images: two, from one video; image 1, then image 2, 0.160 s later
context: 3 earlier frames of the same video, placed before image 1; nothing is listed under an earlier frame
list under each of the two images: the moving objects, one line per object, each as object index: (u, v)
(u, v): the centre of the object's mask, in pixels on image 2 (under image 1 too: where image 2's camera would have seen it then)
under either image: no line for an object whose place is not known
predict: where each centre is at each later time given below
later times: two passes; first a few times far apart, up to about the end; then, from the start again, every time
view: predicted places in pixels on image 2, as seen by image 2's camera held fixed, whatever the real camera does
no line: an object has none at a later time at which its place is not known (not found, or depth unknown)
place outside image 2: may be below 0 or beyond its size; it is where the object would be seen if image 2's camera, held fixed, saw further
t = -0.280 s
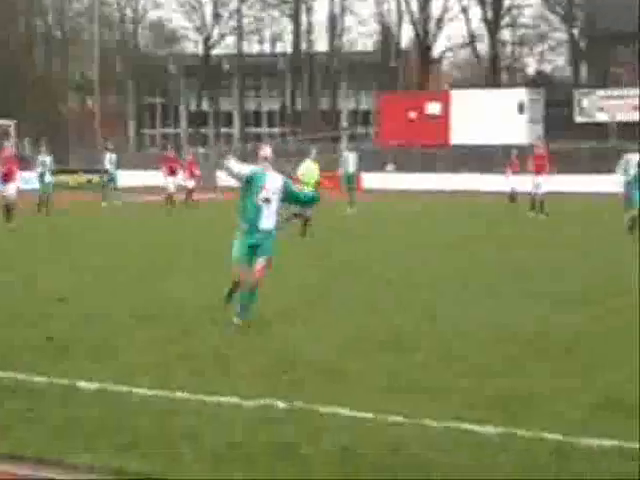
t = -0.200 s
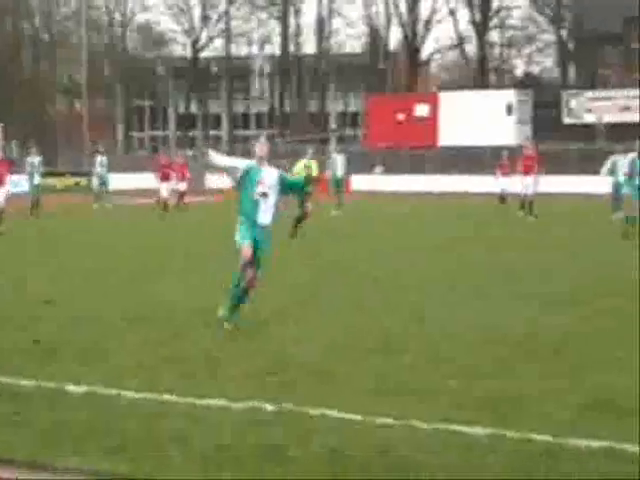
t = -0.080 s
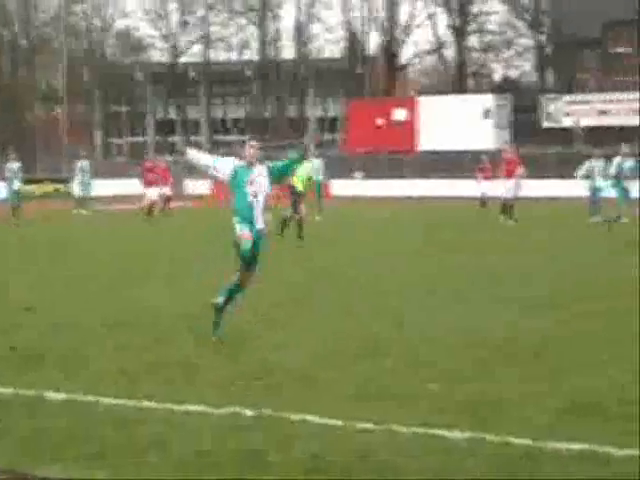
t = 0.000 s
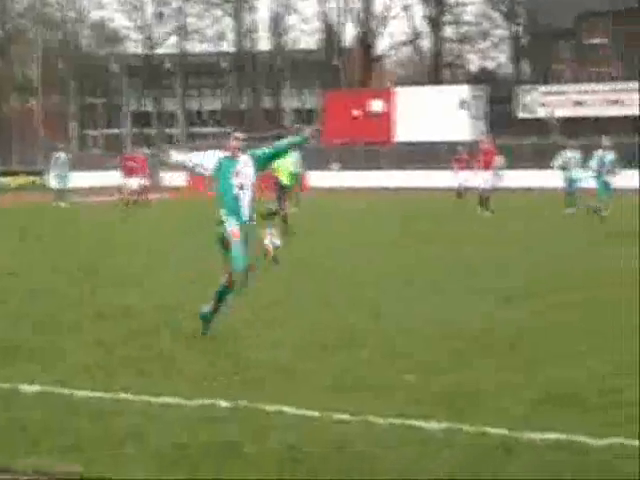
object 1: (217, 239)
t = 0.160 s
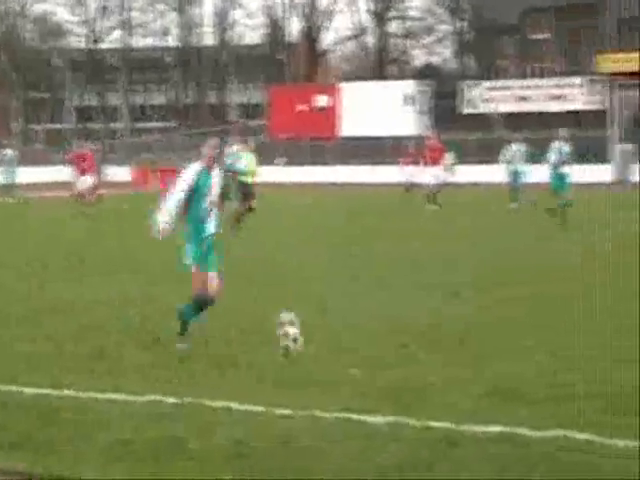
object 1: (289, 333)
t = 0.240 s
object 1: (323, 343)
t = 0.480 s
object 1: (423, 315)
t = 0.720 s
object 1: (536, 385)
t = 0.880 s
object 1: (618, 373)
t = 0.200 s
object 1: (307, 356)
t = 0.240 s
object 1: (323, 343)
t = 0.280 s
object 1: (338, 332)
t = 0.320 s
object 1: (356, 325)
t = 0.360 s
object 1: (372, 318)
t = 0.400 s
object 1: (388, 315)
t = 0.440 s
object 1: (407, 314)
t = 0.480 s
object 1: (423, 315)
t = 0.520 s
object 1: (440, 320)
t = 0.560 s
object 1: (458, 325)
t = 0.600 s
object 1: (476, 335)
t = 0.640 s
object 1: (497, 348)
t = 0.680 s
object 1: (515, 362)
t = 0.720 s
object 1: (536, 385)
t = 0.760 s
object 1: (556, 391)
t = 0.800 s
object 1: (576, 381)
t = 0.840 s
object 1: (596, 376)
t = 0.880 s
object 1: (618, 373)
